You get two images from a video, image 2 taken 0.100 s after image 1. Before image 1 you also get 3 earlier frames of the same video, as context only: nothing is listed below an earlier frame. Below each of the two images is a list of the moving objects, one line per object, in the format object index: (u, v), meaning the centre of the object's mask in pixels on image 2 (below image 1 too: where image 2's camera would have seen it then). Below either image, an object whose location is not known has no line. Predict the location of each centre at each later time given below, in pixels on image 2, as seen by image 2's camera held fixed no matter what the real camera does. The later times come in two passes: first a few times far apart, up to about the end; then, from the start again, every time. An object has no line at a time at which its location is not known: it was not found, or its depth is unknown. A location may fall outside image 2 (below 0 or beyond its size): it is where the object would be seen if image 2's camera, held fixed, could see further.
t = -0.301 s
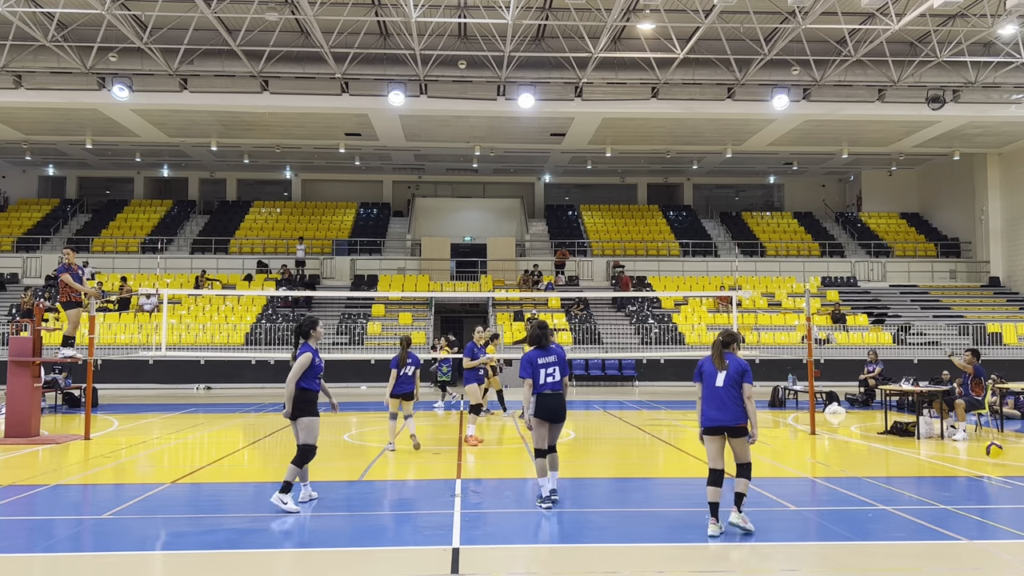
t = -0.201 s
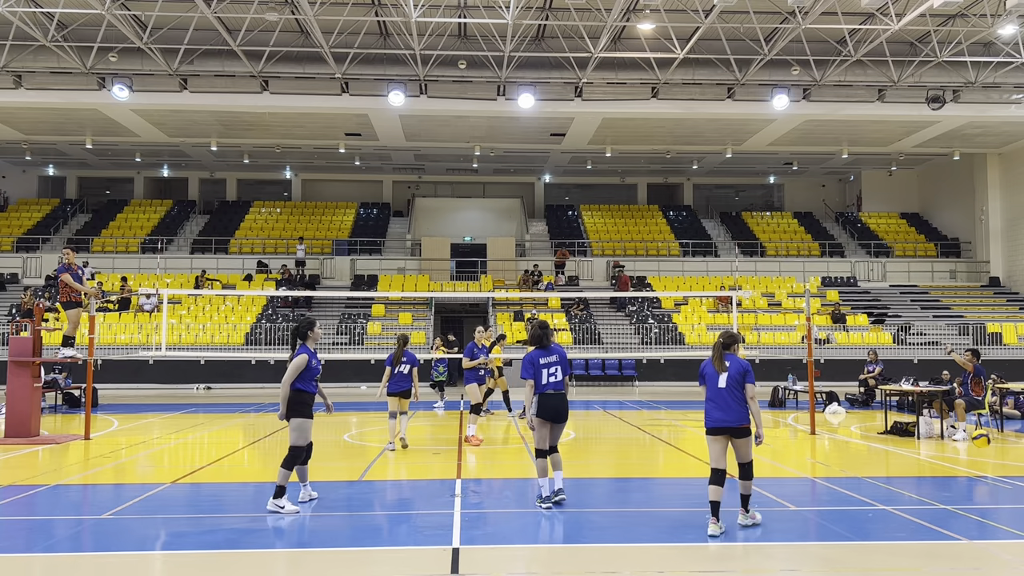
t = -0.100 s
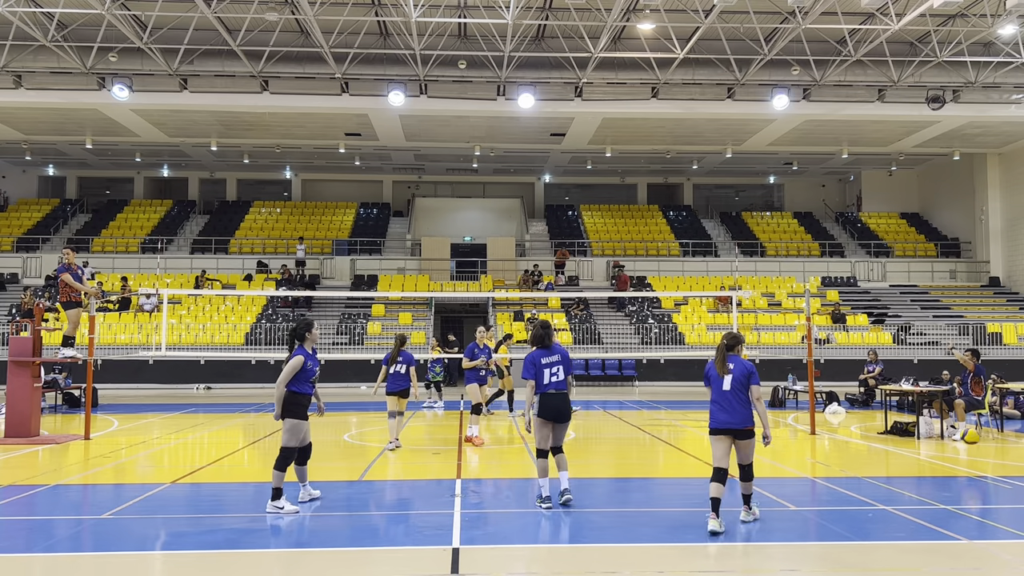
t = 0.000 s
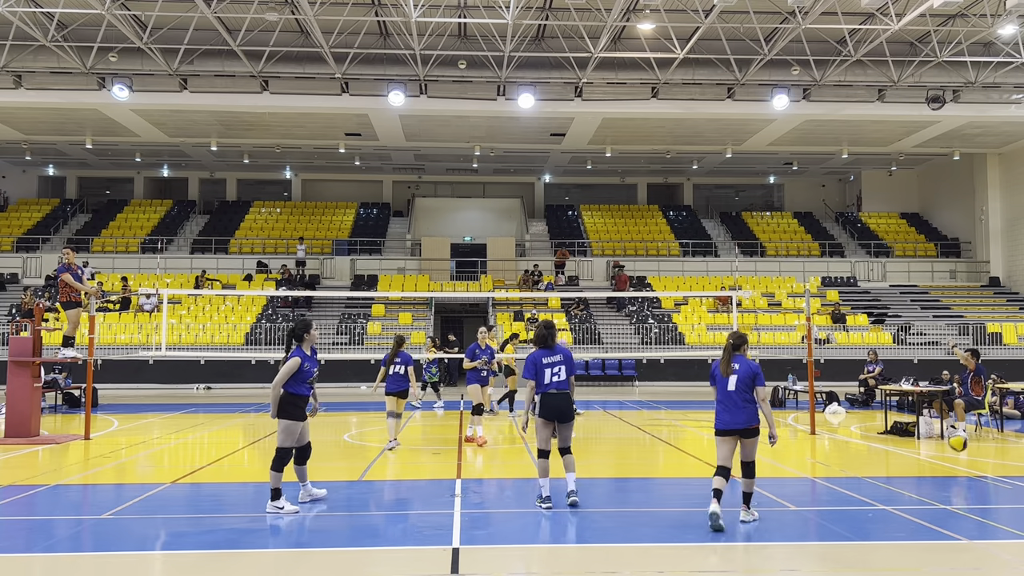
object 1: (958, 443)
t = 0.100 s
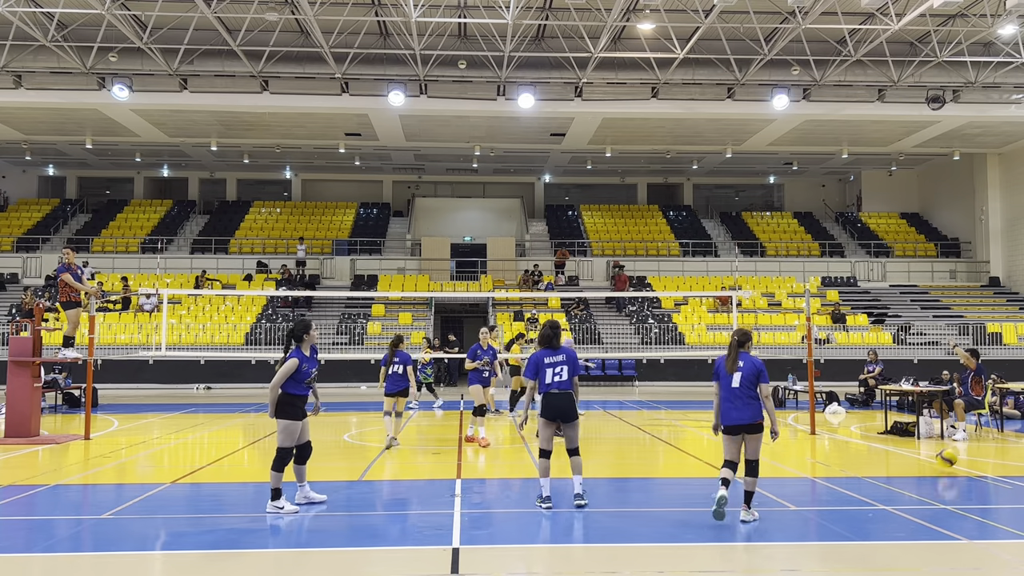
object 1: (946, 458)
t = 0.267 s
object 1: (925, 451)
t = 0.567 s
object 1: (887, 472)
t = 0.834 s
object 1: (850, 472)
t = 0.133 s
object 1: (943, 464)
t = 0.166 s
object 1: (938, 460)
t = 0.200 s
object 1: (933, 456)
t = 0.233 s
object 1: (929, 453)
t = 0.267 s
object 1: (925, 451)
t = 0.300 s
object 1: (921, 450)
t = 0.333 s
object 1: (917, 450)
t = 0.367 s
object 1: (913, 451)
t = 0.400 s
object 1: (909, 453)
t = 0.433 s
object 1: (904, 456)
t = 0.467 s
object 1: (900, 461)
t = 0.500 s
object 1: (895, 465)
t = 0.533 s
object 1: (891, 472)
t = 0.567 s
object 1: (887, 472)
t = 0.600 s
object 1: (882, 468)
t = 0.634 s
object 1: (877, 466)
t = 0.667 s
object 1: (873, 464)
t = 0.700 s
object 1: (868, 463)
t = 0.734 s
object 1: (864, 464)
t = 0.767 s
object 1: (859, 466)
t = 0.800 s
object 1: (854, 468)
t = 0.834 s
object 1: (850, 472)
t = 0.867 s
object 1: (845, 478)
